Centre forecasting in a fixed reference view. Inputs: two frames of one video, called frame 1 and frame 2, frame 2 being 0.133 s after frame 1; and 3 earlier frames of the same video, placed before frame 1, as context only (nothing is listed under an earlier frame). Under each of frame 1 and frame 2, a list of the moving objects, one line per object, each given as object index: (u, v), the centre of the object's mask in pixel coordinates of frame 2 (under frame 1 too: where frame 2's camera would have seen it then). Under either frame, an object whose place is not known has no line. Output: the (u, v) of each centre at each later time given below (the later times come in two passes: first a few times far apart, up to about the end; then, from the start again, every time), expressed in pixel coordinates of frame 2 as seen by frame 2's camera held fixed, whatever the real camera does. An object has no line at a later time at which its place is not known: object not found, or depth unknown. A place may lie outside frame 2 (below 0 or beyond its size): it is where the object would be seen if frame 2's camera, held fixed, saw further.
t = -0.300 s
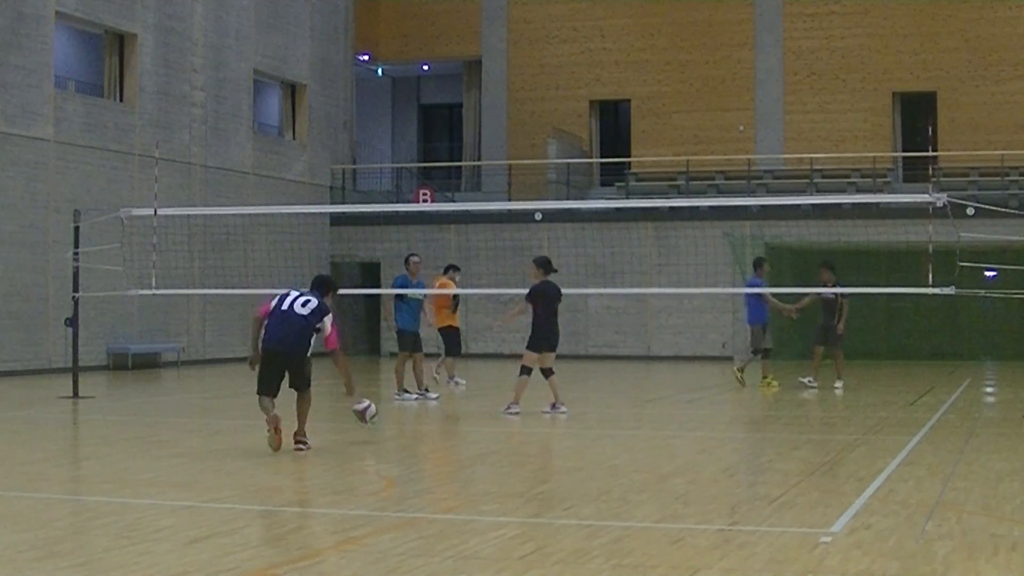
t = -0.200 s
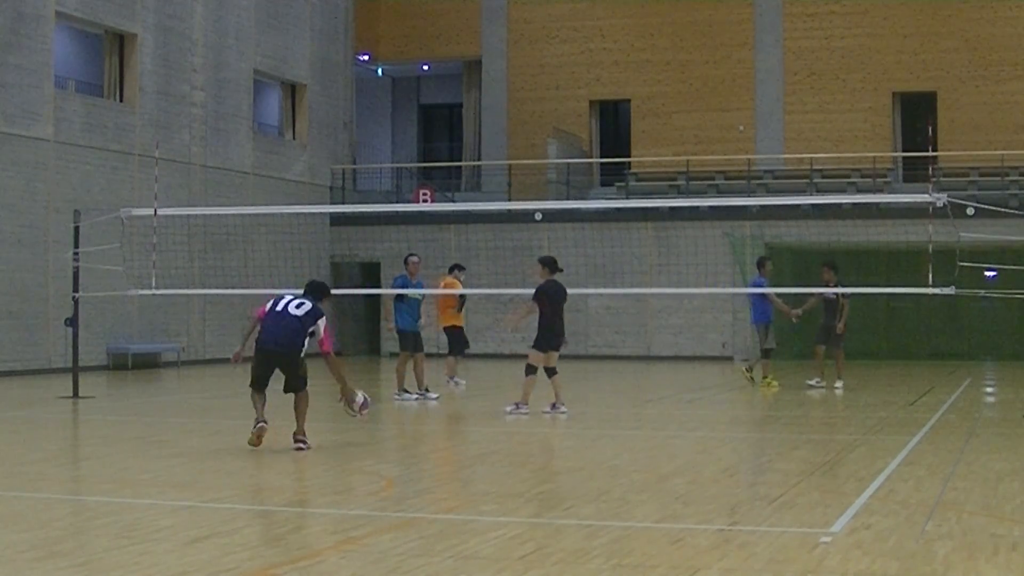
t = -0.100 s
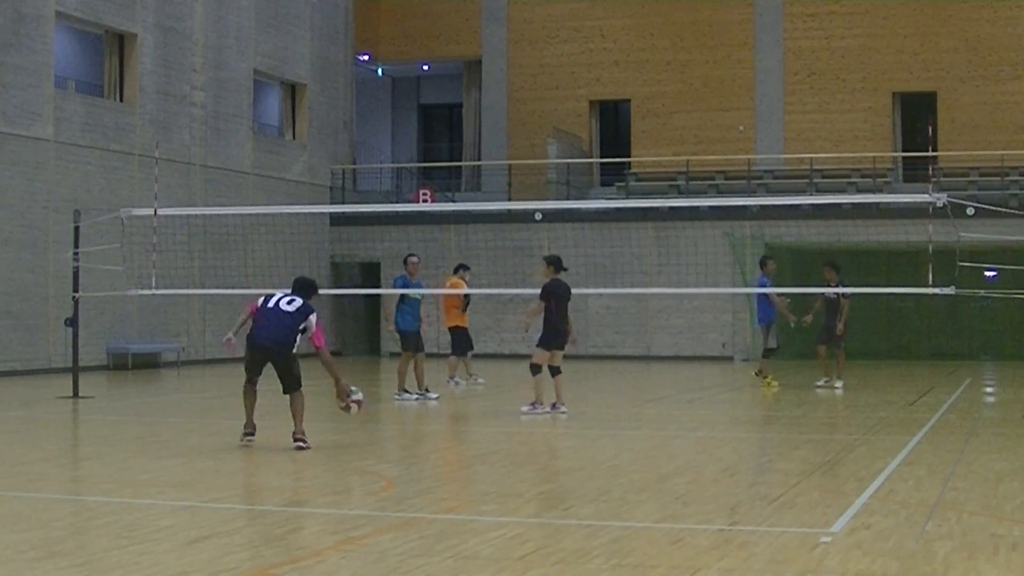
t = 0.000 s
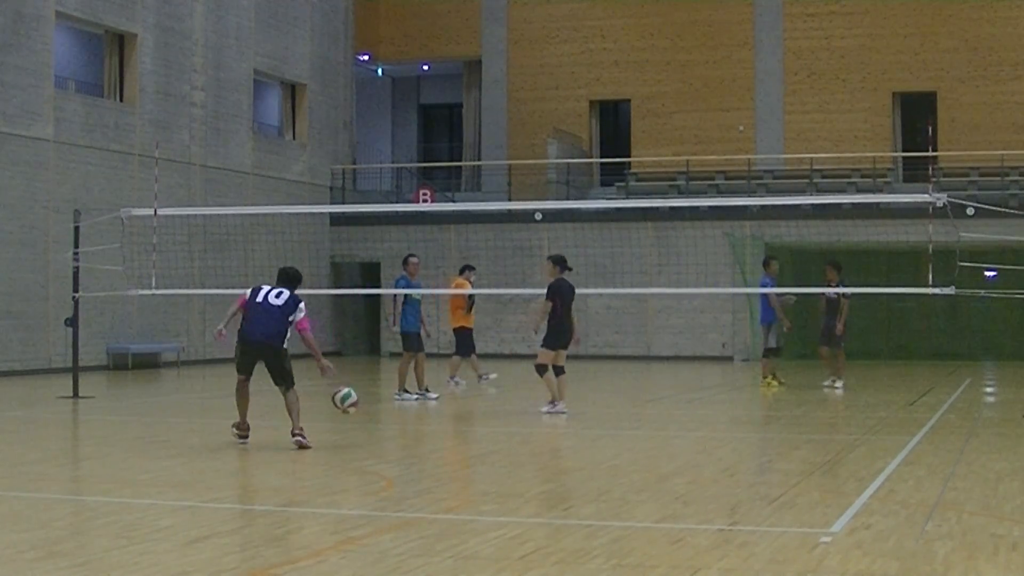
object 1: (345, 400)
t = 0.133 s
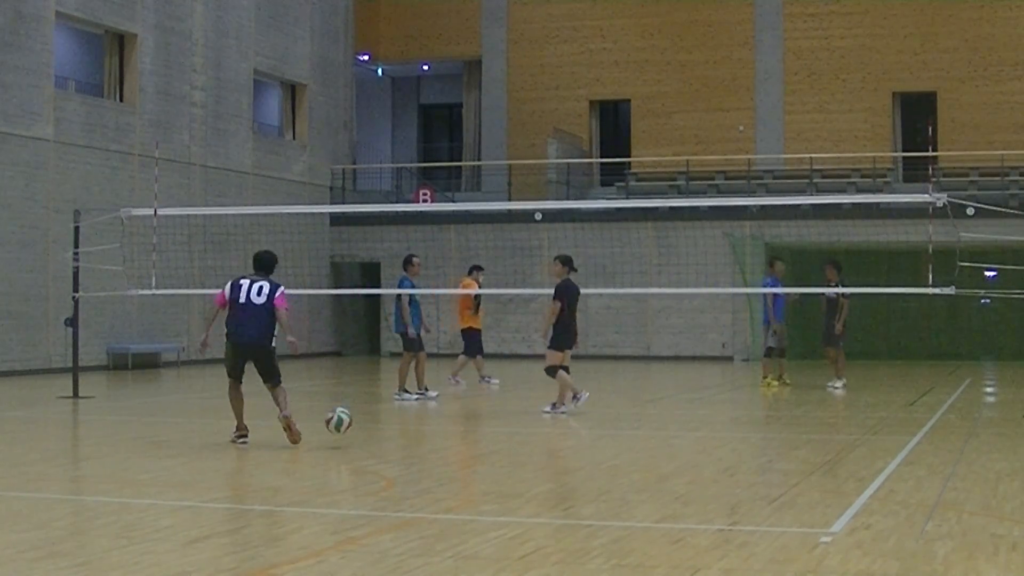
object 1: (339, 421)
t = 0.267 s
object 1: (333, 420)
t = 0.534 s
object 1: (320, 422)
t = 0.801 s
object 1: (308, 419)
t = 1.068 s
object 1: (295, 427)
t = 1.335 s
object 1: (281, 433)
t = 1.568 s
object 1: (269, 438)
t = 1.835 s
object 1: (254, 438)
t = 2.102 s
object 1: (240, 444)
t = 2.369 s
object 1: (225, 446)
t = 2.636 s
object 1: (210, 448)
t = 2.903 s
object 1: (195, 450)
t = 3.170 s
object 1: (181, 451)
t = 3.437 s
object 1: (167, 453)
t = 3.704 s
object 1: (153, 455)
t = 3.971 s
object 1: (139, 456)
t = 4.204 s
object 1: (128, 457)
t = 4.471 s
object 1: (116, 458)
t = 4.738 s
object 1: (103, 460)
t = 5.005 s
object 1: (91, 461)
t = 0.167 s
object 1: (337, 430)
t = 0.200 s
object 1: (336, 433)
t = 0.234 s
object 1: (335, 426)
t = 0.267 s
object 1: (333, 420)
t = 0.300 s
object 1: (332, 415)
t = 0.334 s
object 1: (330, 412)
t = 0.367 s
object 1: (328, 411)
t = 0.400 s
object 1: (327, 410)
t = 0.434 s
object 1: (325, 411)
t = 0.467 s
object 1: (323, 413)
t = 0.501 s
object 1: (321, 417)
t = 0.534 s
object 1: (320, 422)
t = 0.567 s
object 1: (319, 429)
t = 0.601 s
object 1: (317, 437)
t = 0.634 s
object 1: (315, 432)
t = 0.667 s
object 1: (314, 427)
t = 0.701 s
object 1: (312, 422)
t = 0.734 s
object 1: (311, 420)
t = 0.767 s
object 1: (309, 419)
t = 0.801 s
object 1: (308, 419)
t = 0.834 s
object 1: (307, 421)
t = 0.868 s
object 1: (305, 424)
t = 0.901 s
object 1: (303, 429)
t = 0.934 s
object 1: (302, 435)
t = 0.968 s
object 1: (300, 437)
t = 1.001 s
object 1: (298, 433)
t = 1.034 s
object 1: (296, 429)
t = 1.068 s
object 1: (295, 427)
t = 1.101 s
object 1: (293, 425)
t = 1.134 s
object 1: (291, 426)
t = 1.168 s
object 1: (289, 428)
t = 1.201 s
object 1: (288, 432)
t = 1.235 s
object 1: (286, 436)
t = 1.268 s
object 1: (284, 440)
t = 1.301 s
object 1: (283, 436)
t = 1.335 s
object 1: (281, 433)
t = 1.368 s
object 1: (280, 432)
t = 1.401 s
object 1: (278, 431)
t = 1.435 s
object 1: (276, 432)
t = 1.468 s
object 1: (274, 435)
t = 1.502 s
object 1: (272, 439)
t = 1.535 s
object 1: (271, 442)
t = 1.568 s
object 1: (269, 438)
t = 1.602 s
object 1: (267, 436)
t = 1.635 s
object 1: (265, 435)
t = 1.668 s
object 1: (263, 436)
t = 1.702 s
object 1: (261, 438)
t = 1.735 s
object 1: (259, 442)
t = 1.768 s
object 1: (258, 443)
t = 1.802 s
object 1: (256, 440)
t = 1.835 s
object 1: (254, 438)
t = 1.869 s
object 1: (253, 438)
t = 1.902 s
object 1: (251, 440)
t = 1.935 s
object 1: (249, 443)
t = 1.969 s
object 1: (248, 443)
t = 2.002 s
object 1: (245, 441)
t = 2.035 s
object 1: (244, 440)
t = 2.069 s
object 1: (242, 442)
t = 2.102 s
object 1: (240, 444)
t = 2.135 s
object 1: (238, 445)
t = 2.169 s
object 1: (236, 443)
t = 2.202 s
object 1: (234, 443)
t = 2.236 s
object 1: (233, 445)
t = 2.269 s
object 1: (230, 447)
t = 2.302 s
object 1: (229, 446)
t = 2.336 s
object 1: (227, 445)
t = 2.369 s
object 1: (225, 446)
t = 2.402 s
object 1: (223, 447)
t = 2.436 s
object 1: (221, 447)
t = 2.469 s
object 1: (219, 446)
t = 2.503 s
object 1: (218, 448)
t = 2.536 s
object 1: (216, 448)
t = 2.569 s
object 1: (214, 447)
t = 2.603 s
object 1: (212, 449)
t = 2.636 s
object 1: (210, 448)
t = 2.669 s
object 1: (208, 449)
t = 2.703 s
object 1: (207, 449)
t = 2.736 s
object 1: (204, 449)
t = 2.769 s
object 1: (203, 450)
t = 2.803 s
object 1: (201, 450)
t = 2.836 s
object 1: (198, 450)
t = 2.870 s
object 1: (197, 450)
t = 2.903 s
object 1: (195, 450)
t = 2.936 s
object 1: (193, 450)
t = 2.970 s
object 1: (192, 450)
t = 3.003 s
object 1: (190, 450)
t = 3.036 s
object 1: (188, 451)
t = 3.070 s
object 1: (186, 451)
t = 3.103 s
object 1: (185, 451)
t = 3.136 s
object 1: (183, 451)
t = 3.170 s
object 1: (181, 451)
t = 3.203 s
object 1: (179, 452)
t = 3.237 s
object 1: (178, 452)
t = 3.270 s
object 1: (176, 452)
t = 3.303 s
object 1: (174, 452)
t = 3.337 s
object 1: (172, 452)
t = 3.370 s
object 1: (170, 453)
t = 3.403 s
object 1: (169, 453)
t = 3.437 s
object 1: (167, 453)
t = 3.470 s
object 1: (165, 453)
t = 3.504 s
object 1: (163, 453)
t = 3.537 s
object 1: (161, 453)
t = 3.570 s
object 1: (160, 454)
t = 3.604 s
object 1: (158, 454)
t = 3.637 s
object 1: (156, 454)
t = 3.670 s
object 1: (154, 454)
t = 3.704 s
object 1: (153, 455)
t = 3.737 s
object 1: (151, 454)
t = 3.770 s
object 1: (150, 455)
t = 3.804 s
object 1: (148, 455)
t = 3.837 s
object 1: (146, 455)
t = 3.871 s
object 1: (145, 455)
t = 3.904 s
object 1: (143, 456)
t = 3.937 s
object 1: (141, 456)
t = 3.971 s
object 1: (139, 456)
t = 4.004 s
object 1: (138, 455)
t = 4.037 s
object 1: (136, 456)
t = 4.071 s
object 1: (134, 456)
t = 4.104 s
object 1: (133, 456)
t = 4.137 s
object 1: (132, 457)
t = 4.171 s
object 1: (130, 457)
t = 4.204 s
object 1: (128, 457)
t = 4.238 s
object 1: (127, 457)
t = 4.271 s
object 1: (125, 457)
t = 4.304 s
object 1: (124, 457)
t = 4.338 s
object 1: (122, 457)
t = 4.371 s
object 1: (121, 457)
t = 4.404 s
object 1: (119, 457)
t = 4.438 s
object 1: (118, 458)
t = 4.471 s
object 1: (116, 458)
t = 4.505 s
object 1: (114, 458)
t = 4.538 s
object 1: (113, 459)
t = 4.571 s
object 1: (111, 459)
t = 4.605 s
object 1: (110, 459)
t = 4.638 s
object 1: (108, 459)
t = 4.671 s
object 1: (107, 459)
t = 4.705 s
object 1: (105, 460)
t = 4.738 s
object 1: (103, 460)
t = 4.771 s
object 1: (102, 460)
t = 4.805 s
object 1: (100, 460)
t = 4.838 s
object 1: (99, 460)
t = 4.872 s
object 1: (97, 460)
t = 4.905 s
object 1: (96, 460)
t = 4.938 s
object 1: (94, 460)
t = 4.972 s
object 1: (93, 461)
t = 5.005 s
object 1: (91, 461)
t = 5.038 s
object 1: (90, 461)
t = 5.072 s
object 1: (89, 461)
